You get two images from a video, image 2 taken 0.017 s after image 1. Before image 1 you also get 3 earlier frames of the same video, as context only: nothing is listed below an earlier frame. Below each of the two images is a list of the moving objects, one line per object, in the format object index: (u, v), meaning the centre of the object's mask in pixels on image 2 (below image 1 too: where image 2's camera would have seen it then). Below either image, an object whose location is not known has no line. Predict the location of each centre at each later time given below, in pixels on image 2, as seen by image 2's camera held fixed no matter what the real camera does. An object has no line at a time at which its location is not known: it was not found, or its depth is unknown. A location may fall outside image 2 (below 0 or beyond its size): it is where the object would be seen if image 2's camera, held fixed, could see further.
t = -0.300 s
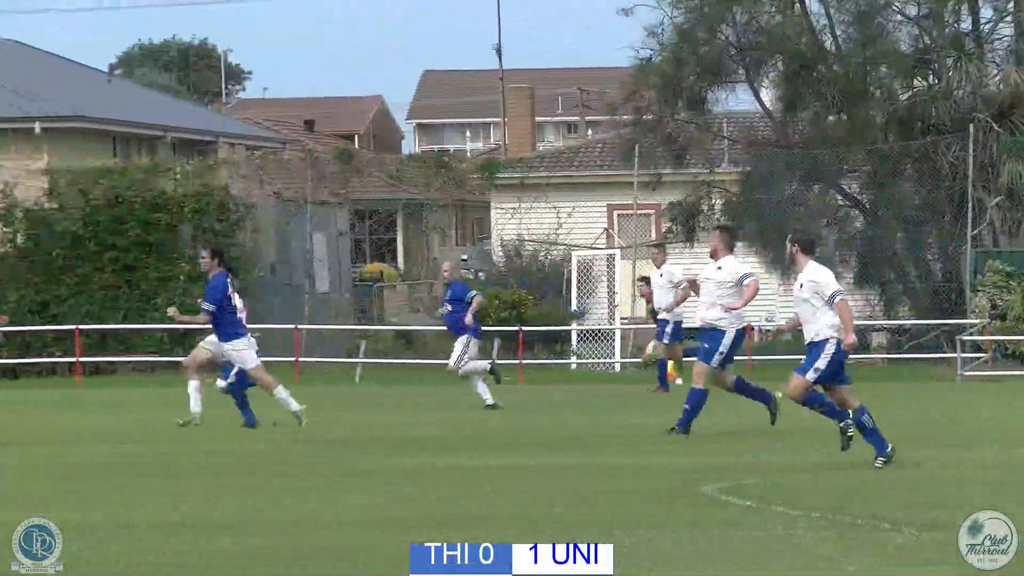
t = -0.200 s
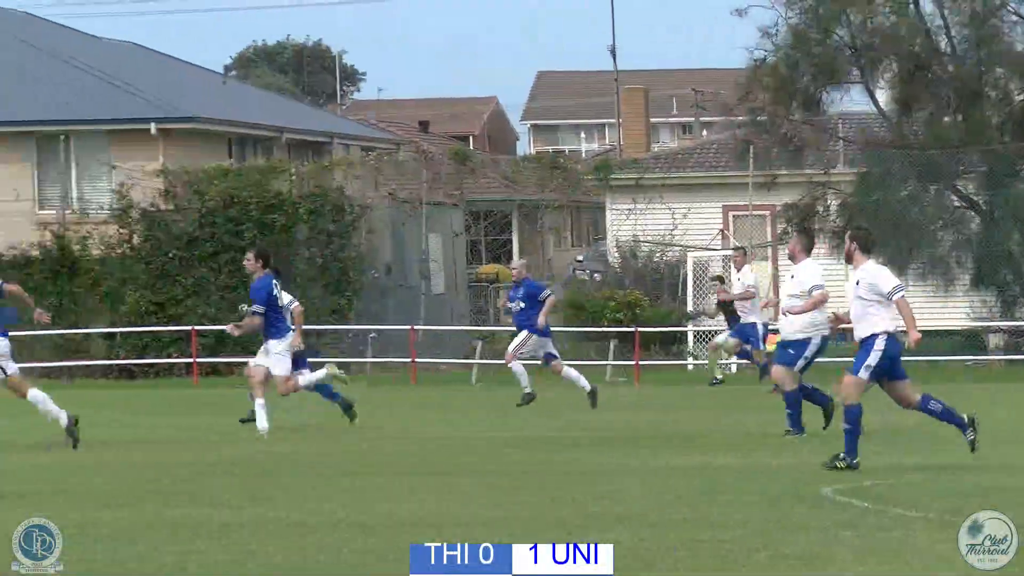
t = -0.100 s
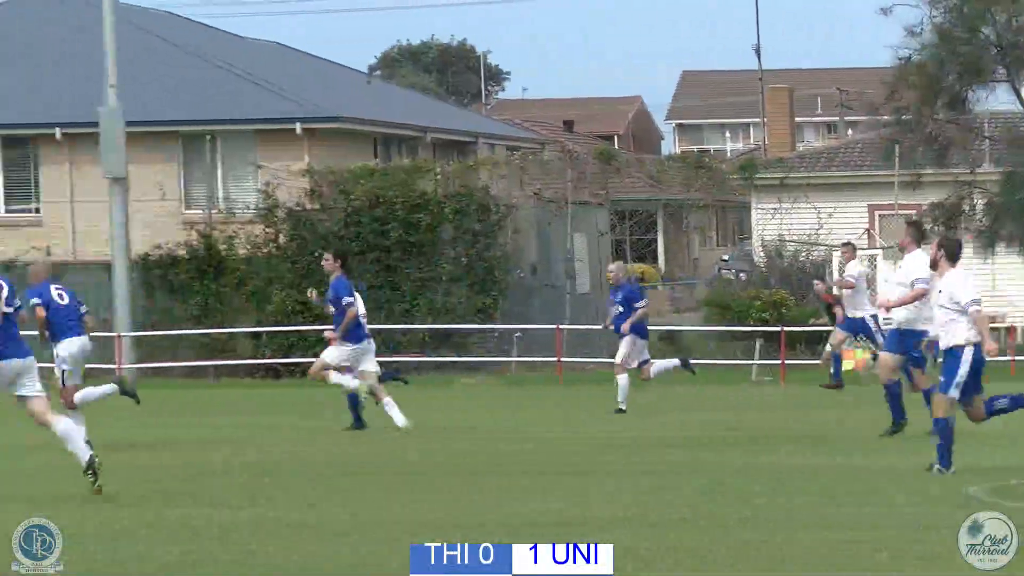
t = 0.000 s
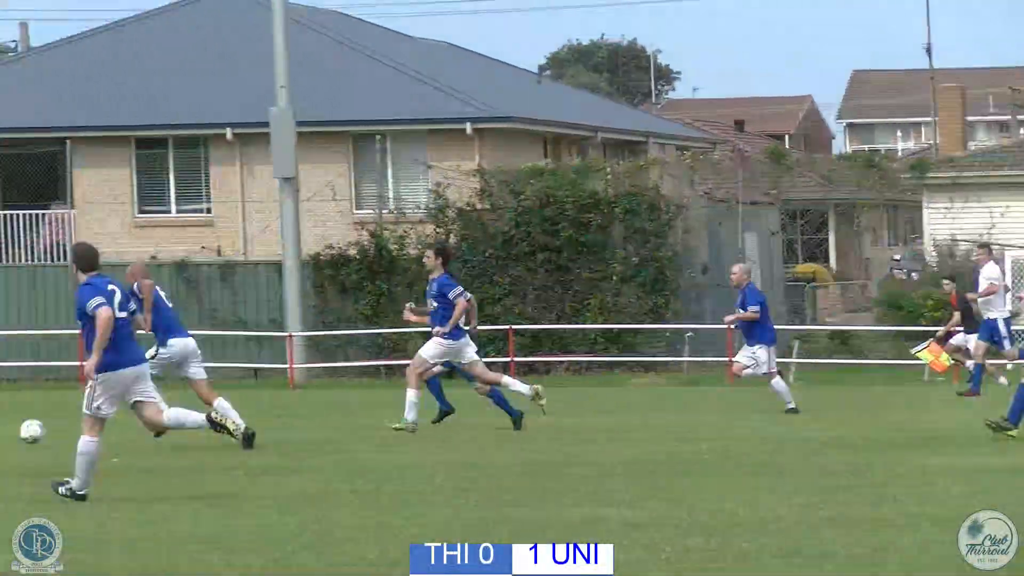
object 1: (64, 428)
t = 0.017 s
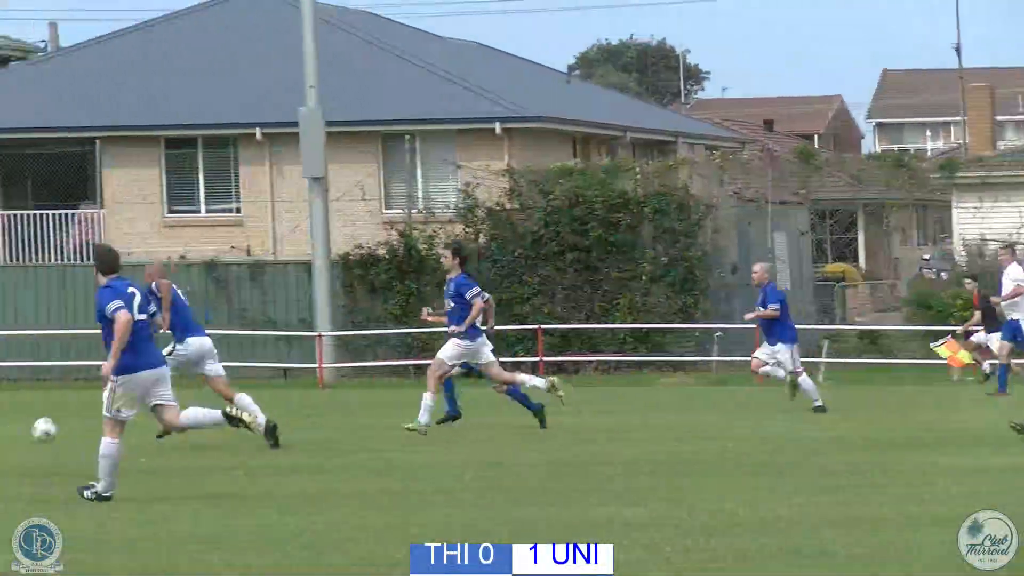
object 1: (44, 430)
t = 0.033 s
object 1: (25, 429)
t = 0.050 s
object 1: (8, 433)
